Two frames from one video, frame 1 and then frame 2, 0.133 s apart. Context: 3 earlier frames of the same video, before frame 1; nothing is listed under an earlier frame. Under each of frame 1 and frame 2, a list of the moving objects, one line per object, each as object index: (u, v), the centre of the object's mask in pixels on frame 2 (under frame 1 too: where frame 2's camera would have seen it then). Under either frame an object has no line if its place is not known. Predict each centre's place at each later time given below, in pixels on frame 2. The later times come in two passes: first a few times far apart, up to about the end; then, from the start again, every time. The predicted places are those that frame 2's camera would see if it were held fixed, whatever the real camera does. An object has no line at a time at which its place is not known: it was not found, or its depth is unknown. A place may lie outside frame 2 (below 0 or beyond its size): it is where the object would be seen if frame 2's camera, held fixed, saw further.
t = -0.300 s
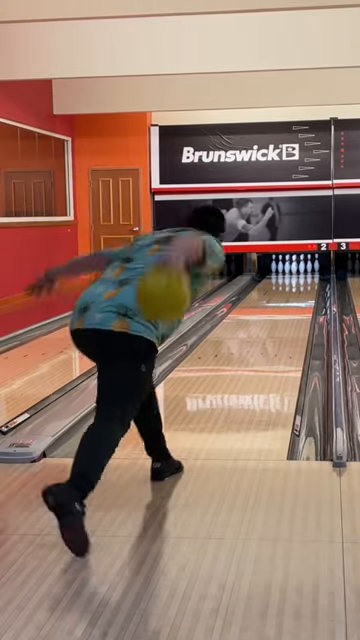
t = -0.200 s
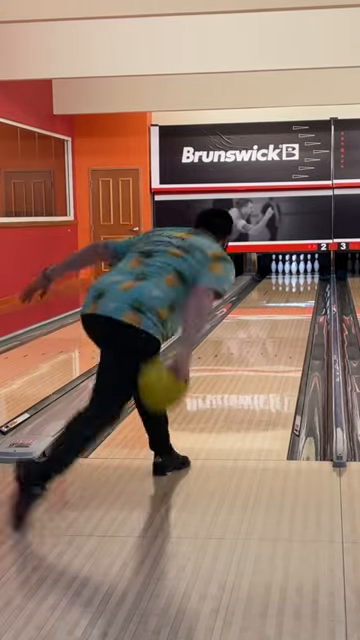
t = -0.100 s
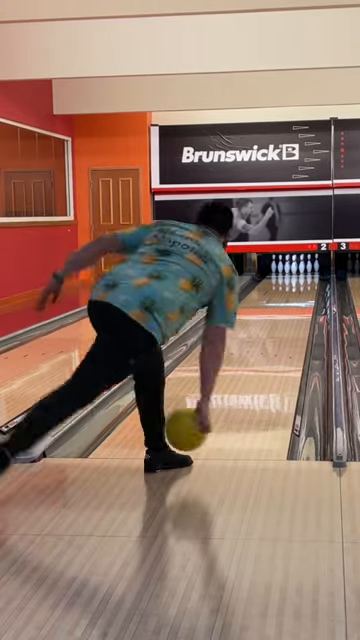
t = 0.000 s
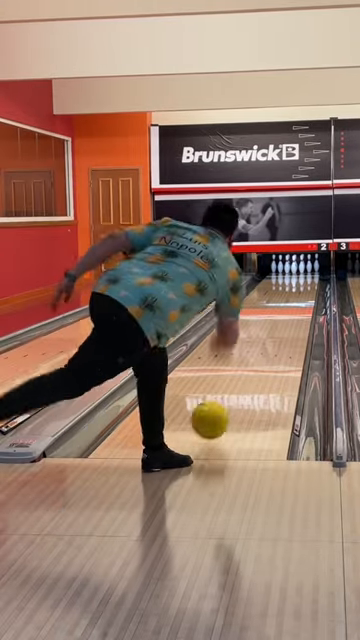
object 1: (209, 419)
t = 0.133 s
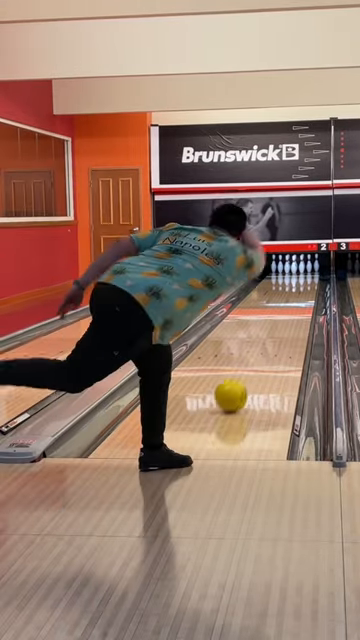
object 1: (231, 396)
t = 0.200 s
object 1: (239, 384)
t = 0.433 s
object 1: (261, 353)
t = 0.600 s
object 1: (273, 337)
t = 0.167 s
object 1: (235, 390)
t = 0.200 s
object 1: (239, 384)
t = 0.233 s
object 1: (243, 378)
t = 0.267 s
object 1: (247, 373)
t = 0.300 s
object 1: (250, 369)
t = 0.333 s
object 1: (253, 365)
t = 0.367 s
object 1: (256, 360)
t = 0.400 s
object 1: (259, 356)
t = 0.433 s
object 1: (261, 353)
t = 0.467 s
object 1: (264, 349)
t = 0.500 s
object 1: (265, 347)
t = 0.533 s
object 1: (273, 342)
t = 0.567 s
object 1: (271, 340)
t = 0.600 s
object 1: (273, 337)
